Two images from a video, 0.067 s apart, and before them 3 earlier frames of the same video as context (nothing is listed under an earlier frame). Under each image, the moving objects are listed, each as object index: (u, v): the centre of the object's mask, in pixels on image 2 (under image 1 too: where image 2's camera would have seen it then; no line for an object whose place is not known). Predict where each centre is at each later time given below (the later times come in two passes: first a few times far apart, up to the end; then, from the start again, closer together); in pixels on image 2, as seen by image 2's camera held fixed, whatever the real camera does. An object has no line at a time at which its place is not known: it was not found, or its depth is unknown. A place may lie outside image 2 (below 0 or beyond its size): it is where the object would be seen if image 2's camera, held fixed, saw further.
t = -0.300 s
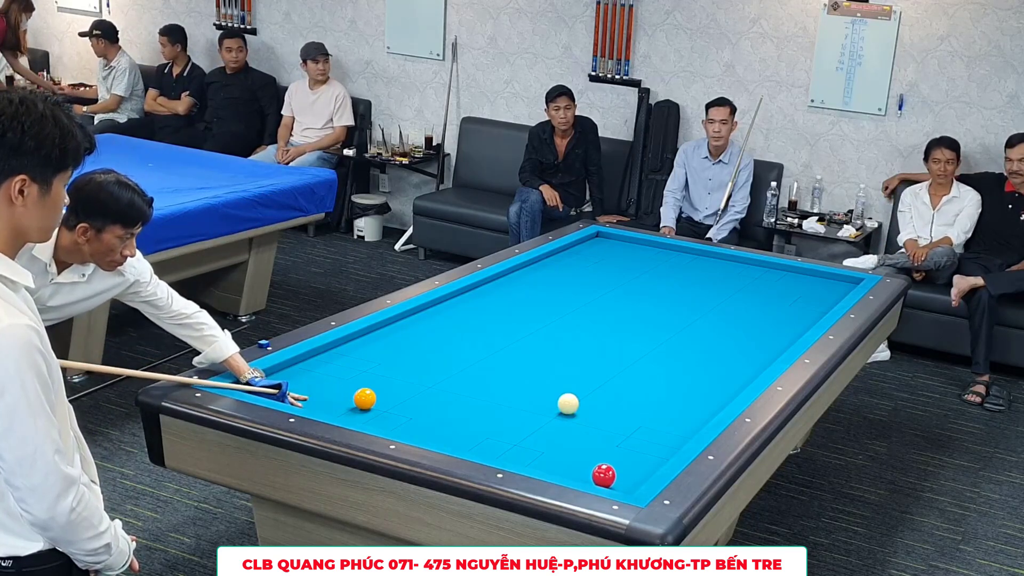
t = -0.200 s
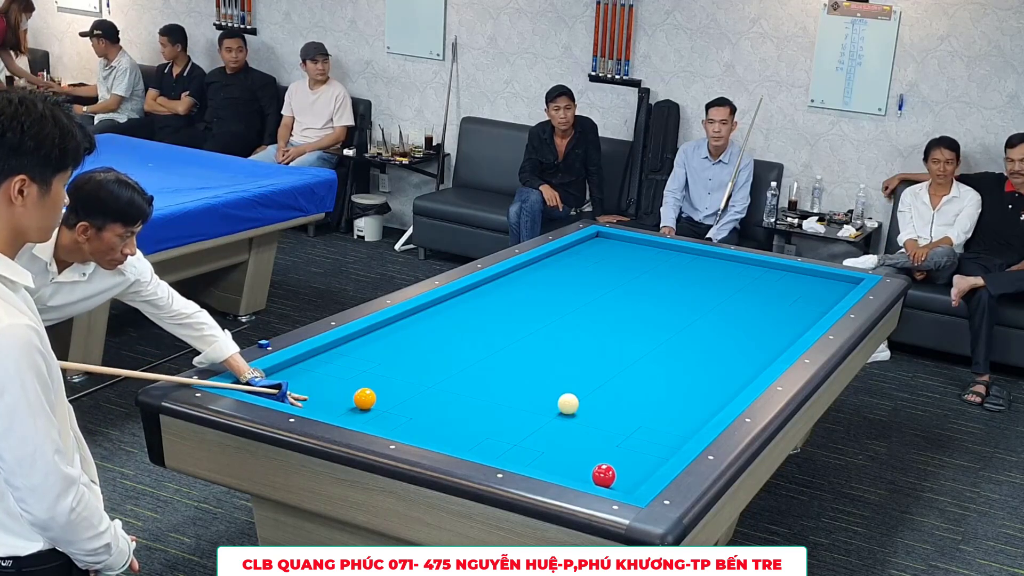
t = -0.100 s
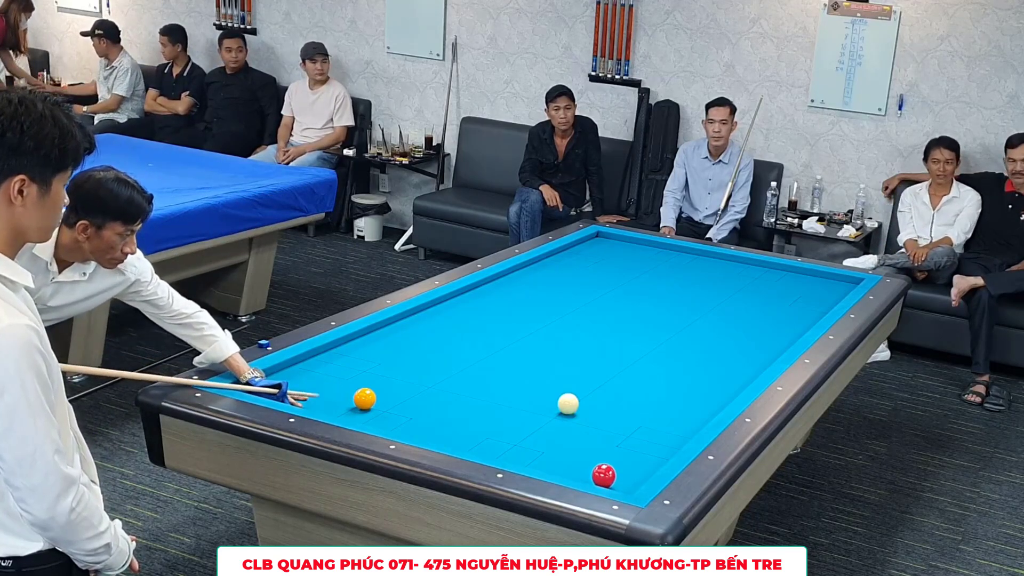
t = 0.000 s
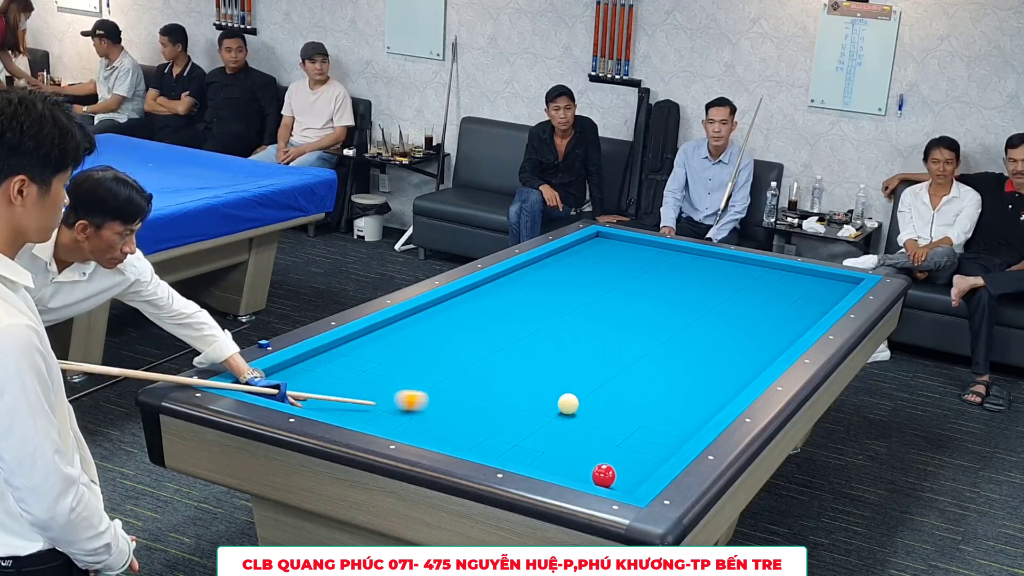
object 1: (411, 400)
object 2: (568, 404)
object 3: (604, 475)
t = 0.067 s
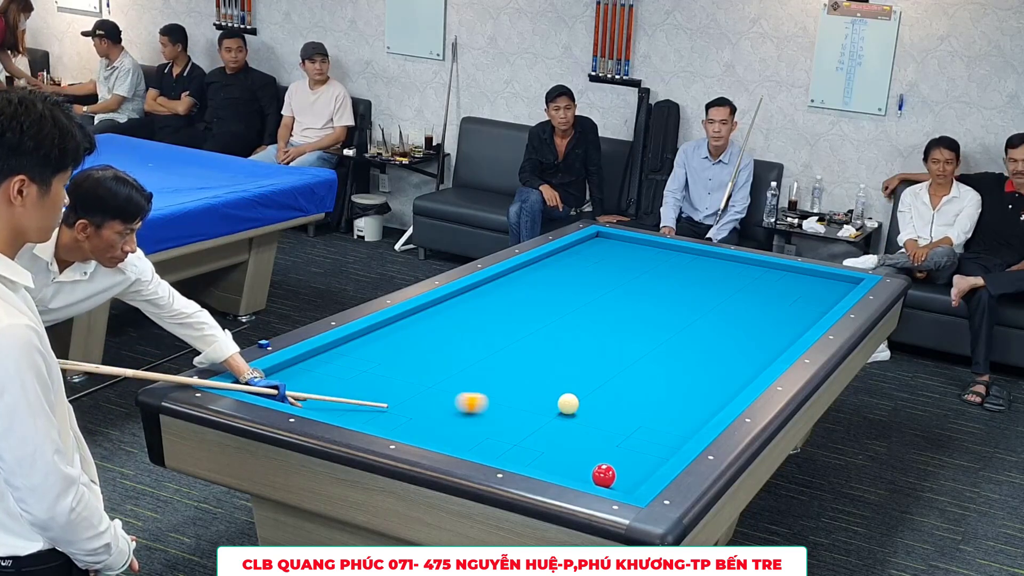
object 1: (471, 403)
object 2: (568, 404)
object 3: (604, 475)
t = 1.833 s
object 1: (592, 455)
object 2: (702, 277)
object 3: (551, 462)
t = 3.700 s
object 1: (566, 430)
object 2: (550, 261)
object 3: (480, 440)
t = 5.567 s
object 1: (553, 422)
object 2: (556, 318)
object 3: (441, 428)
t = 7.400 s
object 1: (552, 422)
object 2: (561, 379)
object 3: (434, 427)
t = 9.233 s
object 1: (532, 433)
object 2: (587, 427)
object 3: (434, 427)
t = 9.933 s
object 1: (518, 442)
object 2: (603, 436)
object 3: (434, 427)
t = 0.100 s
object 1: (500, 404)
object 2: (568, 404)
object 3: (604, 475)
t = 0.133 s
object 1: (528, 405)
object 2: (568, 404)
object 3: (604, 475)
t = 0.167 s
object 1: (551, 407)
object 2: (573, 403)
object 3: (604, 475)
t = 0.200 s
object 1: (557, 411)
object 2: (591, 400)
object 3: (604, 475)
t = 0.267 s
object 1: (569, 419)
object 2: (627, 395)
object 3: (604, 475)
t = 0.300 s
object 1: (574, 422)
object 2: (644, 393)
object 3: (604, 476)
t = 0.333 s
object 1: (579, 425)
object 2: (660, 390)
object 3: (604, 475)
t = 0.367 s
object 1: (585, 429)
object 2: (675, 389)
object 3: (604, 475)
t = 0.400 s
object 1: (590, 432)
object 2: (690, 387)
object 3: (604, 476)
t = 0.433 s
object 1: (596, 435)
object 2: (703, 385)
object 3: (604, 476)
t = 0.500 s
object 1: (607, 442)
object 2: (729, 381)
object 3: (604, 476)
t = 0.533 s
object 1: (612, 445)
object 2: (741, 379)
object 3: (604, 476)
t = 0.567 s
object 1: (618, 449)
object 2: (747, 377)
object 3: (604, 475)
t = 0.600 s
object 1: (624, 452)
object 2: (744, 374)
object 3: (604, 476)
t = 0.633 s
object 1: (630, 456)
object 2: (740, 370)
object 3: (604, 476)
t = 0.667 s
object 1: (636, 459)
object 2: (738, 366)
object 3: (604, 476)
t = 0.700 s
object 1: (642, 463)
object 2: (736, 363)
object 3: (604, 475)
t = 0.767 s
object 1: (646, 468)
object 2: (733, 357)
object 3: (604, 476)
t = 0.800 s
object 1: (638, 470)
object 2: (732, 354)
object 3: (604, 476)
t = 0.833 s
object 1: (630, 470)
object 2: (731, 350)
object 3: (604, 475)
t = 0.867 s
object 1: (624, 471)
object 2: (729, 347)
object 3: (603, 476)
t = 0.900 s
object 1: (621, 471)
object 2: (728, 345)
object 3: (598, 476)
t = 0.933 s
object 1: (619, 471)
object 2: (727, 342)
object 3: (593, 476)
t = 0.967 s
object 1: (617, 470)
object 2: (726, 339)
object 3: (589, 477)
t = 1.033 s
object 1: (612, 470)
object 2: (724, 333)
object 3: (586, 475)
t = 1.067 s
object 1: (610, 470)
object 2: (723, 330)
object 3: (586, 475)
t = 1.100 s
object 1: (608, 469)
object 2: (722, 328)
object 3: (586, 474)
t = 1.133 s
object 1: (606, 469)
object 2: (721, 325)
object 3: (586, 473)
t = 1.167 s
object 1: (605, 468)
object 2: (720, 322)
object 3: (585, 473)
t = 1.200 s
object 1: (604, 468)
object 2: (719, 320)
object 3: (583, 472)
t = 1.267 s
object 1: (602, 466)
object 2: (717, 315)
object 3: (579, 471)
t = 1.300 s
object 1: (602, 466)
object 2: (716, 312)
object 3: (577, 470)
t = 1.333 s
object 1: (601, 465)
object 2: (715, 310)
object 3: (576, 470)
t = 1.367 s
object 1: (601, 464)
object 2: (714, 307)
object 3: (574, 469)
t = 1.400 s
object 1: (600, 463)
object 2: (713, 305)
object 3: (572, 469)
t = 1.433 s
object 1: (599, 463)
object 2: (712, 303)
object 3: (570, 468)
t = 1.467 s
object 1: (599, 462)
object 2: (711, 301)
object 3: (568, 468)
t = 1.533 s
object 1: (598, 461)
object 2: (710, 296)
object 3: (565, 466)
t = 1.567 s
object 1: (597, 460)
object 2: (709, 294)
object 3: (563, 466)
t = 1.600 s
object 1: (596, 459)
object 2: (708, 292)
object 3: (562, 466)
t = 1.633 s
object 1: (596, 459)
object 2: (707, 290)
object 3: (560, 465)
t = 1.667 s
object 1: (595, 458)
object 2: (706, 287)
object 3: (559, 464)
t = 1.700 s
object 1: (595, 457)
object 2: (705, 285)
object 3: (557, 464)
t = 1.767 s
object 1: (593, 456)
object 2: (704, 281)
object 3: (554, 463)
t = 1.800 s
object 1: (593, 456)
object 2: (703, 279)
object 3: (552, 463)
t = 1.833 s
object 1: (592, 455)
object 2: (702, 277)
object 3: (551, 462)
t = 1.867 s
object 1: (592, 454)
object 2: (701, 276)
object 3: (549, 462)
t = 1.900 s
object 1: (591, 454)
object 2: (701, 274)
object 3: (548, 461)
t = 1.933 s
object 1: (591, 453)
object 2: (700, 272)
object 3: (546, 460)
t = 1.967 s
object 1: (590, 452)
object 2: (699, 270)
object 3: (545, 460)
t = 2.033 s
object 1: (589, 451)
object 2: (698, 266)
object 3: (542, 459)
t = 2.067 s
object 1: (589, 451)
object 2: (697, 264)
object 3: (540, 459)
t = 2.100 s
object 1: (588, 450)
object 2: (697, 263)
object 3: (539, 458)
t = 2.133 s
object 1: (587, 449)
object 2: (696, 261)
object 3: (537, 458)
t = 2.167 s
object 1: (587, 449)
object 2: (695, 259)
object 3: (536, 457)
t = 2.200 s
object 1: (587, 448)
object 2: (695, 258)
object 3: (534, 457)
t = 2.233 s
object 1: (586, 448)
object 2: (694, 256)
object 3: (533, 456)
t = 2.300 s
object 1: (585, 447)
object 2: (693, 252)
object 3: (530, 455)
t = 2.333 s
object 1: (584, 446)
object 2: (692, 251)
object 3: (529, 455)
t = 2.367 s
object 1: (584, 446)
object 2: (689, 250)
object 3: (527, 454)
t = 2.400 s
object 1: (583, 445)
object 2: (684, 251)
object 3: (526, 454)
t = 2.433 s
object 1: (583, 445)
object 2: (680, 251)
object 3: (525, 454)
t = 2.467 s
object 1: (582, 444)
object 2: (676, 251)
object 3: (523, 453)
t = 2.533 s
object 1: (581, 443)
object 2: (668, 252)
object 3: (521, 452)
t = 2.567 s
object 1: (581, 443)
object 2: (664, 252)
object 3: (519, 452)
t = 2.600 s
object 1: (580, 443)
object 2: (660, 252)
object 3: (518, 452)
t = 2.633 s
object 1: (580, 442)
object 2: (655, 252)
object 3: (517, 451)
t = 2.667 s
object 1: (579, 441)
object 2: (652, 252)
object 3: (516, 451)
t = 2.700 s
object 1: (579, 441)
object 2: (648, 252)
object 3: (514, 450)
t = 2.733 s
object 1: (578, 441)
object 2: (644, 253)
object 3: (513, 450)
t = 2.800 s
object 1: (577, 439)
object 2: (635, 253)
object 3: (510, 449)
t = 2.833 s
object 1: (577, 439)
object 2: (631, 253)
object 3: (509, 448)
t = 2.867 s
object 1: (576, 439)
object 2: (627, 253)
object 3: (508, 448)
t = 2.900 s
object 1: (576, 439)
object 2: (623, 253)
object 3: (507, 448)
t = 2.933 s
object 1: (575, 438)
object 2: (619, 253)
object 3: (506, 447)
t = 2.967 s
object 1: (575, 438)
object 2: (615, 254)
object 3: (504, 447)
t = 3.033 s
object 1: (574, 437)
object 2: (607, 254)
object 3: (502, 446)
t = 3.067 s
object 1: (573, 436)
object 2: (603, 254)
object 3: (501, 446)
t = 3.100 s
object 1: (573, 436)
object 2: (599, 254)
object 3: (500, 445)
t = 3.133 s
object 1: (573, 436)
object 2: (595, 254)
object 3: (498, 445)
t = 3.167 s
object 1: (572, 435)
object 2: (591, 255)
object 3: (497, 445)
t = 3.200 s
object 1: (572, 435)
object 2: (587, 255)
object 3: (496, 444)
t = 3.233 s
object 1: (571, 435)
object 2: (582, 255)
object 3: (495, 444)
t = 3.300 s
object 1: (571, 434)
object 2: (574, 255)
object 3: (493, 443)
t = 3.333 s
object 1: (570, 434)
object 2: (570, 255)
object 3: (492, 443)
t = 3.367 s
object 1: (570, 433)
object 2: (566, 255)
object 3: (491, 443)
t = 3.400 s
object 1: (569, 433)
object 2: (562, 255)
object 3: (489, 442)
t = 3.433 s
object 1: (569, 433)
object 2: (558, 256)
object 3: (488, 442)
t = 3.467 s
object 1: (569, 432)
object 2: (554, 256)
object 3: (487, 442)
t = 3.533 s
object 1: (568, 432)
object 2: (549, 257)
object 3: (485, 441)
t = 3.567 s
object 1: (567, 431)
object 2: (550, 258)
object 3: (484, 441)
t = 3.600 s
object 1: (567, 431)
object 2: (550, 259)
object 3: (483, 441)
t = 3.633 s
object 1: (567, 431)
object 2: (550, 260)
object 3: (482, 440)
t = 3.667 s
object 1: (566, 431)
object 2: (550, 261)
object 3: (481, 440)
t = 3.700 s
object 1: (566, 430)
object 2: (550, 261)
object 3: (480, 440)
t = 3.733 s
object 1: (566, 430)
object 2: (550, 262)
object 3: (479, 439)
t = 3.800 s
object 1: (565, 429)
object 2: (551, 264)
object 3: (477, 439)
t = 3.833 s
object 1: (565, 429)
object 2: (551, 265)
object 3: (476, 439)
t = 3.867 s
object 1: (564, 429)
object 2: (551, 266)
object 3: (475, 438)
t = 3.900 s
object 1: (564, 429)
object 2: (551, 267)
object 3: (474, 438)
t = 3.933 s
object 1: (564, 429)
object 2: (551, 268)
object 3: (473, 438)
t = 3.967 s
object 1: (563, 428)
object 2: (551, 269)
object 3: (472, 438)
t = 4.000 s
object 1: (563, 428)
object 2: (551, 270)
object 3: (472, 437)
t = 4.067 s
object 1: (562, 428)
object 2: (551, 272)
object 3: (470, 437)
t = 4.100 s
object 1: (562, 427)
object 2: (551, 273)
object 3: (469, 436)
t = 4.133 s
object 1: (562, 427)
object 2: (551, 274)
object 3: (468, 436)
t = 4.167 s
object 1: (562, 427)
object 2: (552, 275)
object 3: (467, 436)
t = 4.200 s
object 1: (561, 427)
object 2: (552, 276)
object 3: (466, 435)
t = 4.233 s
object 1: (561, 427)
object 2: (552, 277)
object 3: (465, 435)
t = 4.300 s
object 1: (560, 426)
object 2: (552, 278)
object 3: (464, 435)
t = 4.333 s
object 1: (560, 426)
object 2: (552, 279)
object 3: (463, 435)
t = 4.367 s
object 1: (560, 426)
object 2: (552, 280)
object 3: (462, 434)
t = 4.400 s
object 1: (560, 426)
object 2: (552, 281)
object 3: (461, 434)
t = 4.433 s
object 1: (559, 425)
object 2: (552, 283)
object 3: (461, 434)
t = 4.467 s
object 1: (559, 425)
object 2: (553, 283)
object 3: (460, 434)
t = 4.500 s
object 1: (559, 425)
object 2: (553, 284)
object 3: (459, 433)
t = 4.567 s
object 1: (558, 425)
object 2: (553, 286)
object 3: (457, 433)
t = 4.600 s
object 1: (558, 425)
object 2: (553, 287)
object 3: (457, 433)
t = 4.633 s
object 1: (558, 425)
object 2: (553, 288)
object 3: (456, 433)
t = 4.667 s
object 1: (557, 425)
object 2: (553, 289)
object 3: (455, 433)
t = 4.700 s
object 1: (557, 424)
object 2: (553, 291)
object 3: (455, 432)
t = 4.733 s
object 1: (557, 424)
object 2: (553, 292)
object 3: (454, 432)
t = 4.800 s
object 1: (557, 424)
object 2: (554, 294)
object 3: (453, 432)
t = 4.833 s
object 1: (556, 424)
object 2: (554, 295)
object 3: (452, 432)
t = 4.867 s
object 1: (556, 424)
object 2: (554, 296)
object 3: (452, 431)
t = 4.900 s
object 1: (556, 424)
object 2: (554, 297)
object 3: (451, 431)
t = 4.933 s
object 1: (556, 424)
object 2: (554, 298)
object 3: (450, 431)
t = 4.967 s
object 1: (556, 424)
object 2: (554, 299)
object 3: (450, 431)
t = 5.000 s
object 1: (555, 423)
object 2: (554, 300)
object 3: (449, 431)
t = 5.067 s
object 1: (555, 423)
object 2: (555, 301)
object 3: (448, 431)
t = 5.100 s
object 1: (555, 423)
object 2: (555, 303)
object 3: (448, 430)
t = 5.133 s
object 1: (555, 423)
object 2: (555, 304)
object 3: (447, 430)
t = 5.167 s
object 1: (554, 423)
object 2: (555, 305)
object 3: (447, 430)
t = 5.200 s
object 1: (554, 423)
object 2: (555, 306)
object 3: (446, 430)
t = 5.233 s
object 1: (554, 423)
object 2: (555, 307)
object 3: (446, 430)
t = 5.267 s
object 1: (554, 423)
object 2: (555, 308)
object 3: (445, 430)
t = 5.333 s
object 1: (554, 423)
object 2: (555, 310)
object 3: (444, 429)
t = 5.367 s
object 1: (553, 423)
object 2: (555, 311)
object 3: (444, 429)
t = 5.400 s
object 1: (553, 423)
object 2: (555, 312)
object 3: (443, 429)
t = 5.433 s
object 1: (553, 422)
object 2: (556, 313)
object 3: (443, 429)
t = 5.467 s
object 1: (553, 423)
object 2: (556, 314)
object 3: (442, 429)
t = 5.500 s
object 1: (553, 422)
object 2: (556, 315)
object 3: (442, 429)
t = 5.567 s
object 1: (553, 422)
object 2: (556, 318)
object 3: (441, 428)
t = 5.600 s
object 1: (553, 422)
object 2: (556, 318)
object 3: (441, 428)
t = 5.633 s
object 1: (552, 422)
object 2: (556, 320)
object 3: (441, 428)
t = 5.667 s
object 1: (552, 422)
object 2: (556, 321)
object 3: (440, 428)
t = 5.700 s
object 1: (552, 422)
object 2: (556, 322)
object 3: (440, 428)
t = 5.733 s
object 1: (552, 422)
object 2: (556, 323)
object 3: (440, 428)
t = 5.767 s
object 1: (552, 422)
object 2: (557, 324)
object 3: (439, 428)
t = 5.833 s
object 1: (552, 422)
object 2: (557, 326)
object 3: (439, 428)
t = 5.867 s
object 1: (552, 422)
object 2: (557, 327)
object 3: (438, 428)
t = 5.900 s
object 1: (552, 422)
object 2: (557, 328)
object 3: (438, 427)
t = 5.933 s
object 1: (552, 422)
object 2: (557, 329)
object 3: (438, 427)
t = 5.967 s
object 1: (552, 422)
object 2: (557, 330)
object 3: (438, 427)
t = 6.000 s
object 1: (552, 422)
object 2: (557, 331)
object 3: (437, 427)
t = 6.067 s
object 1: (552, 422)
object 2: (557, 334)
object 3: (437, 427)
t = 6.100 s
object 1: (552, 422)
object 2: (557, 335)
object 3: (437, 427)
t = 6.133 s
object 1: (552, 422)
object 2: (558, 336)
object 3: (436, 427)
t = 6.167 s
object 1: (552, 422)
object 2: (558, 337)
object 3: (436, 427)
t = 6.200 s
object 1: (552, 422)
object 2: (558, 338)
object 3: (436, 427)
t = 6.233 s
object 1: (552, 422)
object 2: (558, 339)
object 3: (436, 427)
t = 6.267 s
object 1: (552, 422)
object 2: (558, 340)
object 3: (435, 427)
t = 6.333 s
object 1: (552, 422)
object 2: (558, 342)
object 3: (435, 427)
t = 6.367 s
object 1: (552, 422)
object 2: (558, 344)
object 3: (435, 427)
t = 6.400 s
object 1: (552, 422)
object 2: (558, 345)
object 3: (435, 427)
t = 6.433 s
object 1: (552, 422)
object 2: (558, 346)
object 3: (435, 427)
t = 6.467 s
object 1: (552, 422)
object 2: (558, 347)
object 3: (435, 427)
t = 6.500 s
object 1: (552, 422)
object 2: (559, 348)
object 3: (434, 427)
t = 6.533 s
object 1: (552, 422)
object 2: (559, 349)
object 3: (434, 427)
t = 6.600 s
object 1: (552, 422)
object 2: (559, 351)
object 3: (434, 427)
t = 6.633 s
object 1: (552, 422)
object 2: (559, 353)
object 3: (434, 427)
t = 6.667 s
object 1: (552, 422)
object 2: (559, 354)
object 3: (434, 427)
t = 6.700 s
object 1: (552, 422)
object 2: (559, 355)
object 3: (434, 427)
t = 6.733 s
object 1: (552, 422)
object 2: (559, 356)
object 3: (434, 427)
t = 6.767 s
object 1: (552, 422)
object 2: (559, 357)
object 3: (434, 427)
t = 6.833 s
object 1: (552, 422)
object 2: (559, 360)
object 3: (434, 427)
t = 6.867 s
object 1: (552, 422)
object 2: (559, 361)
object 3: (434, 427)
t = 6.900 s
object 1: (552, 422)
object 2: (560, 362)
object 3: (434, 427)
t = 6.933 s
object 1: (552, 422)
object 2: (560, 363)
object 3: (434, 427)
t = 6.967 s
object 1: (552, 422)
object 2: (560, 364)
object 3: (434, 427)
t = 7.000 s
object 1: (552, 422)
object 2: (560, 365)
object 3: (435, 427)
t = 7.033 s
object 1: (552, 422)
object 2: (560, 366)
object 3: (434, 427)
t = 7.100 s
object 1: (552, 422)
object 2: (560, 369)
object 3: (434, 427)
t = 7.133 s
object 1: (552, 422)
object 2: (560, 370)
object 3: (434, 427)
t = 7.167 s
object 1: (552, 422)
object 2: (560, 371)
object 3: (434, 427)
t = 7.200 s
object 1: (552, 422)
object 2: (560, 372)
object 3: (434, 427)
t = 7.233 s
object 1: (552, 422)
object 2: (560, 373)
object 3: (434, 427)
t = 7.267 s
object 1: (552, 422)
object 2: (560, 374)
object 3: (434, 427)
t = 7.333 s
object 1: (552, 422)
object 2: (561, 377)
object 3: (435, 426)
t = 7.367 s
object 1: (552, 422)
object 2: (561, 378)
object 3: (434, 427)
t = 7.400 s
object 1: (552, 422)
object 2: (561, 379)
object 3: (434, 427)
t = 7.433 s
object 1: (552, 422)
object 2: (561, 380)
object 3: (435, 427)
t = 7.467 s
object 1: (552, 422)
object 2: (561, 381)
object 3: (434, 427)
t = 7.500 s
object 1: (552, 422)
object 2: (561, 383)
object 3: (434, 427)
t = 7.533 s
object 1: (552, 422)
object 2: (561, 384)
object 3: (434, 427)
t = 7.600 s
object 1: (552, 422)
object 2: (562, 386)
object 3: (434, 427)
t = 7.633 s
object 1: (552, 422)
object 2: (562, 387)
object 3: (435, 427)
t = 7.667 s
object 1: (552, 422)
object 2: (562, 388)
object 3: (435, 427)
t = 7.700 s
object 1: (552, 422)
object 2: (562, 390)
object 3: (434, 427)
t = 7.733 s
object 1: (552, 422)
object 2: (562, 391)
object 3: (435, 427)
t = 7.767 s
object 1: (552, 422)
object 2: (562, 392)
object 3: (435, 427)
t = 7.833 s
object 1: (552, 422)
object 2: (562, 394)
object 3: (435, 427)
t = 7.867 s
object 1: (552, 422)
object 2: (562, 395)
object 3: (435, 427)
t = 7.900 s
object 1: (552, 422)
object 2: (562, 397)
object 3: (434, 427)
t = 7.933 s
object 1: (552, 422)
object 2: (562, 398)
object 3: (435, 427)
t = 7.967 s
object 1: (552, 422)
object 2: (562, 399)
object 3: (435, 427)
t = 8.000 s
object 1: (552, 422)
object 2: (563, 400)
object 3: (434, 427)
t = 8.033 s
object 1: (552, 422)
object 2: (563, 401)
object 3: (434, 427)
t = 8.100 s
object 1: (552, 422)
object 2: (563, 403)
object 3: (434, 427)
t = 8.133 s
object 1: (552, 422)
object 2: (563, 404)
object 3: (434, 427)
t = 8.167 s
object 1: (552, 422)
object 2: (563, 405)
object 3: (434, 427)
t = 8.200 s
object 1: (552, 422)
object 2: (564, 406)
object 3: (434, 427)
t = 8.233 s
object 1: (552, 422)
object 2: (564, 407)
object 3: (434, 427)
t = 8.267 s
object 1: (552, 422)
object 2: (564, 408)
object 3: (434, 427)
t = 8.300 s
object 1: (552, 422)
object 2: (565, 410)
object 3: (434, 427)
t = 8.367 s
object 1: (552, 422)
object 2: (565, 412)
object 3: (434, 427)
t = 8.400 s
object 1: (553, 422)
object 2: (566, 413)
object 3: (434, 427)
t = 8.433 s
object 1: (552, 422)
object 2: (566, 414)
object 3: (434, 427)
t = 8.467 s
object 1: (551, 423)
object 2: (566, 415)
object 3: (434, 427)
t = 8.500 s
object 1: (550, 423)
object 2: (567, 416)
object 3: (434, 427)
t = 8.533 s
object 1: (549, 424)
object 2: (568, 417)
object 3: (434, 427)
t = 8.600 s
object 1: (547, 425)
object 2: (569, 418)
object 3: (434, 427)
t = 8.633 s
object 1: (546, 425)
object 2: (570, 419)
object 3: (434, 427)
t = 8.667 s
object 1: (546, 426)
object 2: (571, 419)
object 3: (434, 427)
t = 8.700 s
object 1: (545, 426)
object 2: (572, 420)
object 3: (434, 427)
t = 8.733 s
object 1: (544, 427)
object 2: (573, 420)
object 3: (434, 427)
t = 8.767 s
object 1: (543, 427)
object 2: (574, 421)
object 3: (434, 427)
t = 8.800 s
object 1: (542, 428)
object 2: (575, 421)
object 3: (434, 427)
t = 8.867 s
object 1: (540, 429)
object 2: (577, 422)
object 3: (434, 427)
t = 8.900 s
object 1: (540, 429)
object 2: (578, 423)
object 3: (434, 427)
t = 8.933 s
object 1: (539, 430)
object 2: (578, 423)
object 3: (434, 427)
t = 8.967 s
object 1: (538, 430)
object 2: (579, 424)
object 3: (434, 427)
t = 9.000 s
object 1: (537, 430)
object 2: (580, 424)
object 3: (434, 427)
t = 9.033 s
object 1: (536, 431)
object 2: (581, 425)
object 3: (434, 427)
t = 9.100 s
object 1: (535, 432)
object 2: (583, 426)
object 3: (434, 427)
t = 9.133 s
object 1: (534, 432)
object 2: (584, 426)
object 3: (434, 427)
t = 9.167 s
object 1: (533, 433)
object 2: (585, 427)
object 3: (434, 427)
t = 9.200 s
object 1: (533, 433)
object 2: (586, 427)
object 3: (434, 427)
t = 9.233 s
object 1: (532, 433)
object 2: (587, 427)
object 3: (434, 427)
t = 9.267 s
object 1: (531, 434)
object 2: (588, 428)
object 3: (434, 427)
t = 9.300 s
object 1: (531, 435)
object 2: (588, 428)
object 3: (434, 427)
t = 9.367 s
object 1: (529, 435)
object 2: (590, 429)
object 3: (434, 427)
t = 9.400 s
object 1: (528, 436)
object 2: (591, 430)
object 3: (434, 427)
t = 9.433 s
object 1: (528, 436)
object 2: (591, 430)
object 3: (434, 427)
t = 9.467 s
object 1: (527, 437)
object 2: (592, 431)
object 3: (434, 427)
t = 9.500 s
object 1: (526, 437)
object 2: (593, 431)
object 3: (434, 427)
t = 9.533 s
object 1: (526, 437)
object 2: (594, 431)
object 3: (434, 427)
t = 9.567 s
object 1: (525, 438)
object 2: (595, 432)
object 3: (434, 427)
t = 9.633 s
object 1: (524, 439)
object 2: (596, 433)
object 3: (434, 427)
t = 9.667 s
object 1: (523, 439)
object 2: (597, 433)
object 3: (434, 427)
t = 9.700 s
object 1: (523, 439)
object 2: (598, 433)
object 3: (434, 427)
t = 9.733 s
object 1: (522, 440)
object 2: (599, 434)
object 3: (434, 427)
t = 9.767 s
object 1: (521, 440)
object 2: (599, 434)
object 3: (434, 427)
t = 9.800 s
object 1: (521, 440)
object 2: (600, 434)
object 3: (434, 427)
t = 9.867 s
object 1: (519, 441)
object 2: (601, 435)
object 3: (434, 427)
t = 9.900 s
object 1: (519, 441)
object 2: (602, 436)
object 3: (434, 427)
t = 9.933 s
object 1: (518, 442)
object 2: (603, 436)
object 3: (434, 427)
